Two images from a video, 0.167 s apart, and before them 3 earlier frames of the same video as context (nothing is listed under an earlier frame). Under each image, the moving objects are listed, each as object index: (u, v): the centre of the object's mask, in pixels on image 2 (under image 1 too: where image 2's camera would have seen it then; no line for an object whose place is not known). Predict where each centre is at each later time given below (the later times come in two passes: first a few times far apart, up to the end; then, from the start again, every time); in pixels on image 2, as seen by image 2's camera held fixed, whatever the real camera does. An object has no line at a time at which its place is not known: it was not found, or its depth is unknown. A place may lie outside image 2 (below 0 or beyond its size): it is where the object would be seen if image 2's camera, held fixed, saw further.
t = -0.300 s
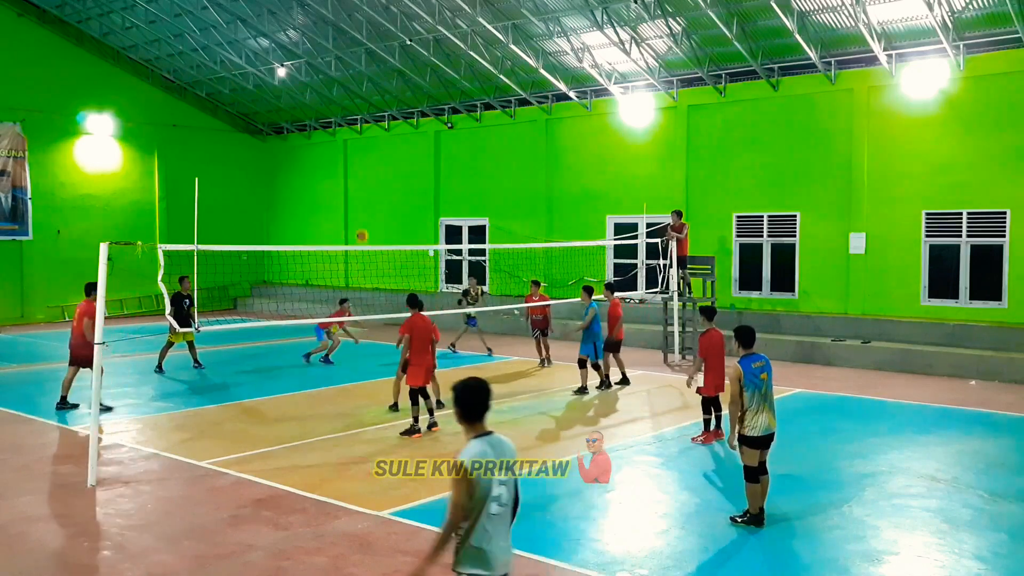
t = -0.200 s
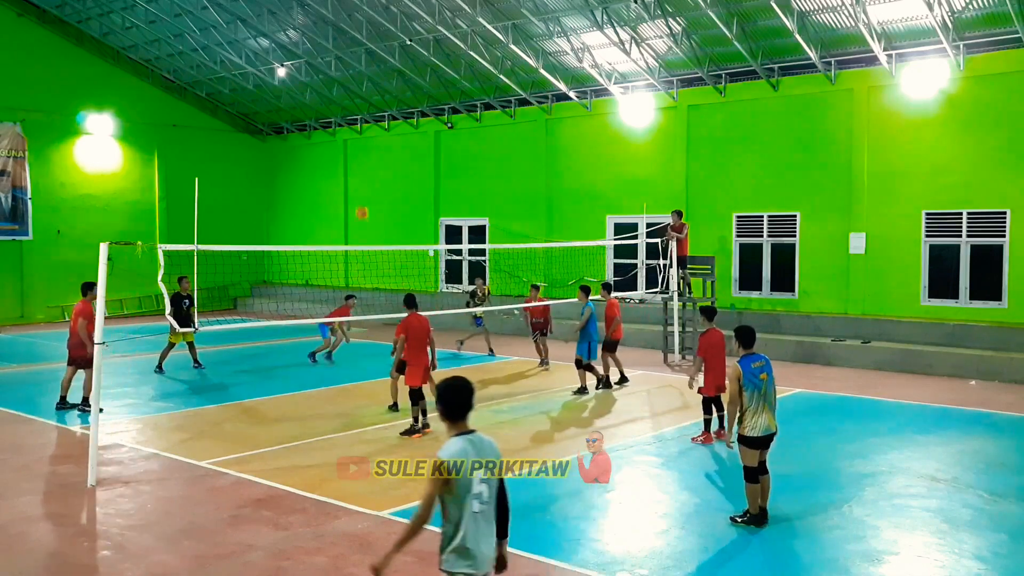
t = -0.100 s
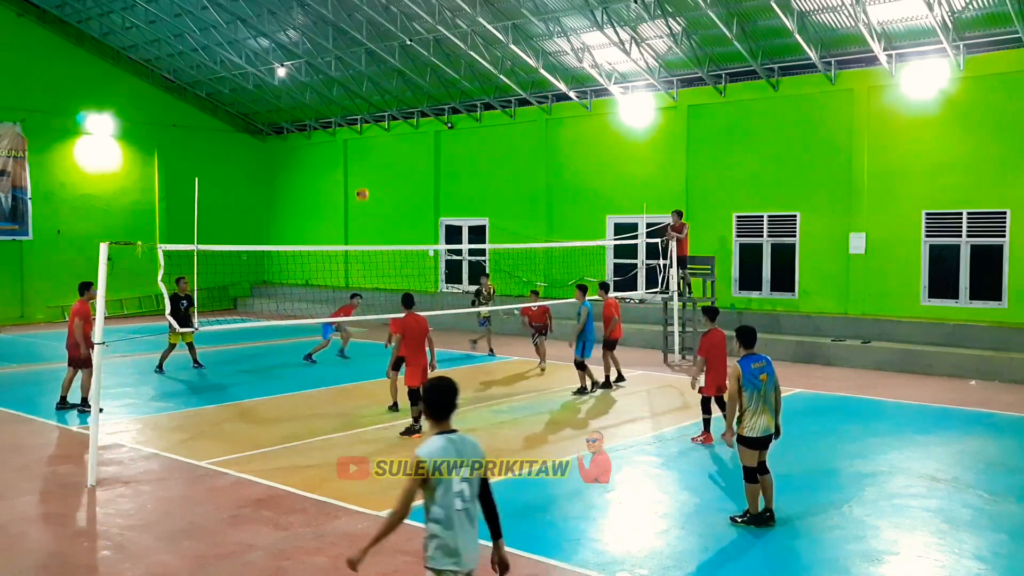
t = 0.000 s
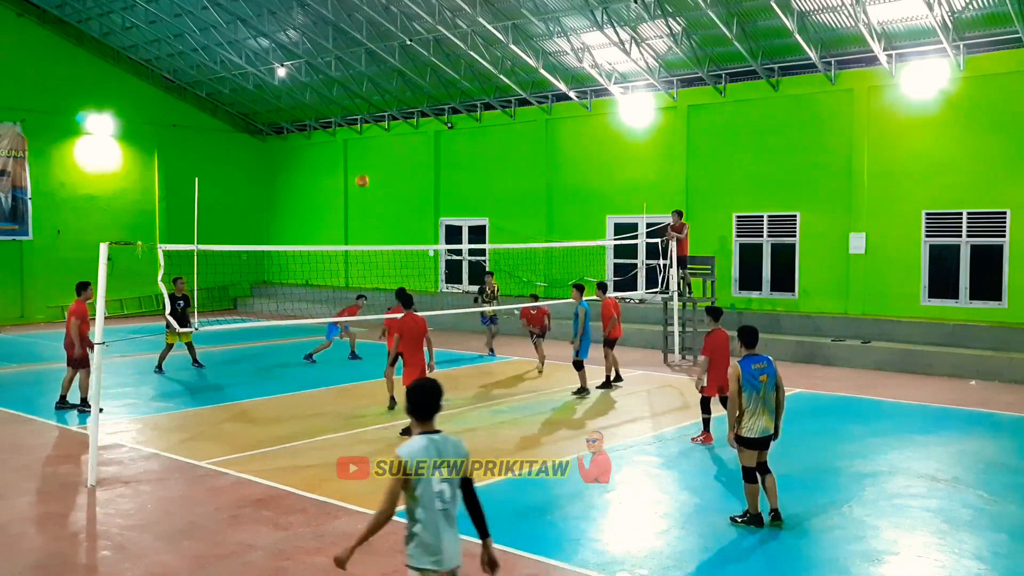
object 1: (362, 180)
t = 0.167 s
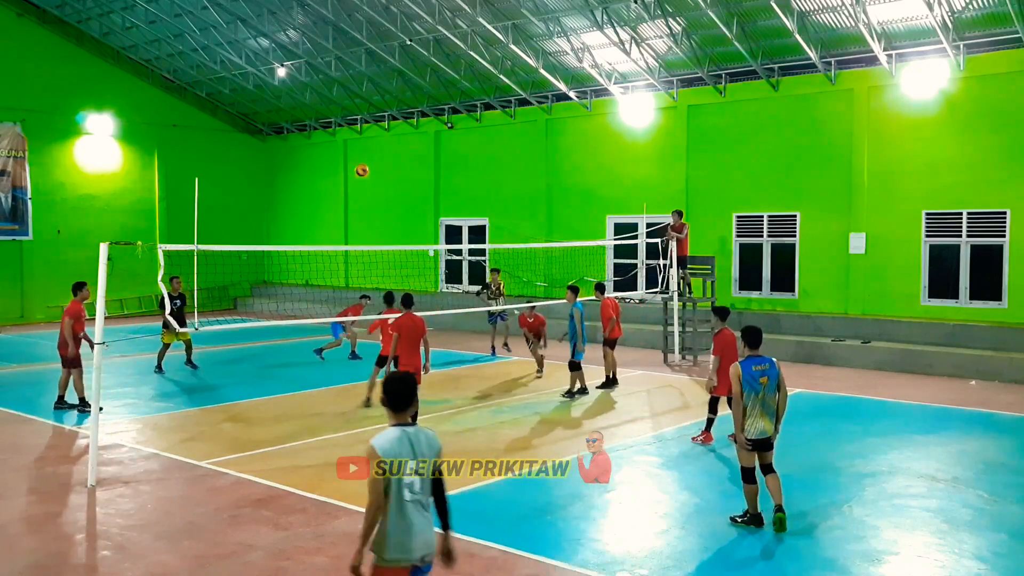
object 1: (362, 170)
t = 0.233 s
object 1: (362, 170)
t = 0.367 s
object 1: (361, 178)
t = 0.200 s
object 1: (362, 170)
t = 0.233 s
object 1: (362, 170)
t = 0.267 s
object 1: (362, 171)
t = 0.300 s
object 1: (361, 173)
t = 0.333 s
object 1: (361, 175)
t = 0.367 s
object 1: (361, 178)
